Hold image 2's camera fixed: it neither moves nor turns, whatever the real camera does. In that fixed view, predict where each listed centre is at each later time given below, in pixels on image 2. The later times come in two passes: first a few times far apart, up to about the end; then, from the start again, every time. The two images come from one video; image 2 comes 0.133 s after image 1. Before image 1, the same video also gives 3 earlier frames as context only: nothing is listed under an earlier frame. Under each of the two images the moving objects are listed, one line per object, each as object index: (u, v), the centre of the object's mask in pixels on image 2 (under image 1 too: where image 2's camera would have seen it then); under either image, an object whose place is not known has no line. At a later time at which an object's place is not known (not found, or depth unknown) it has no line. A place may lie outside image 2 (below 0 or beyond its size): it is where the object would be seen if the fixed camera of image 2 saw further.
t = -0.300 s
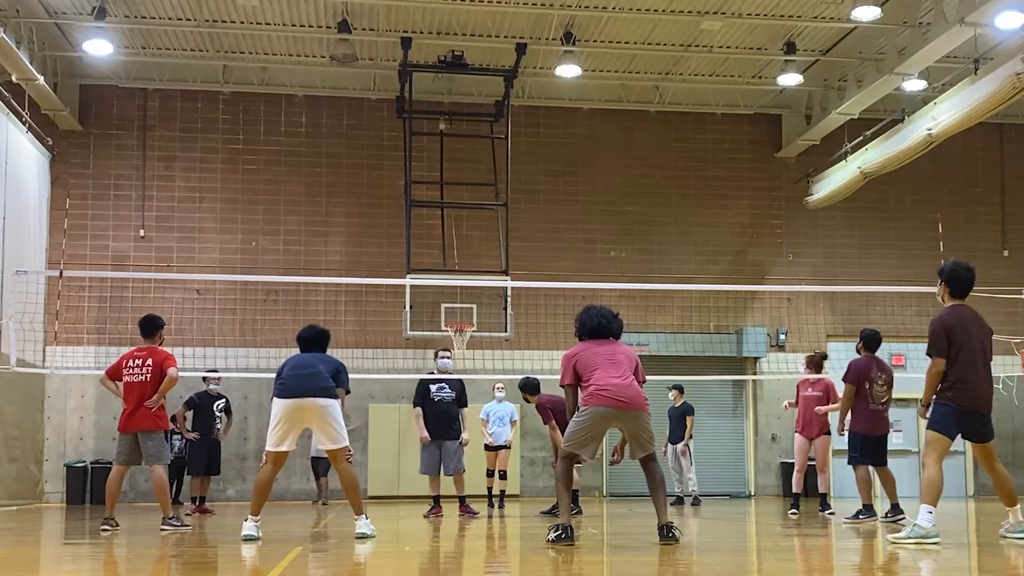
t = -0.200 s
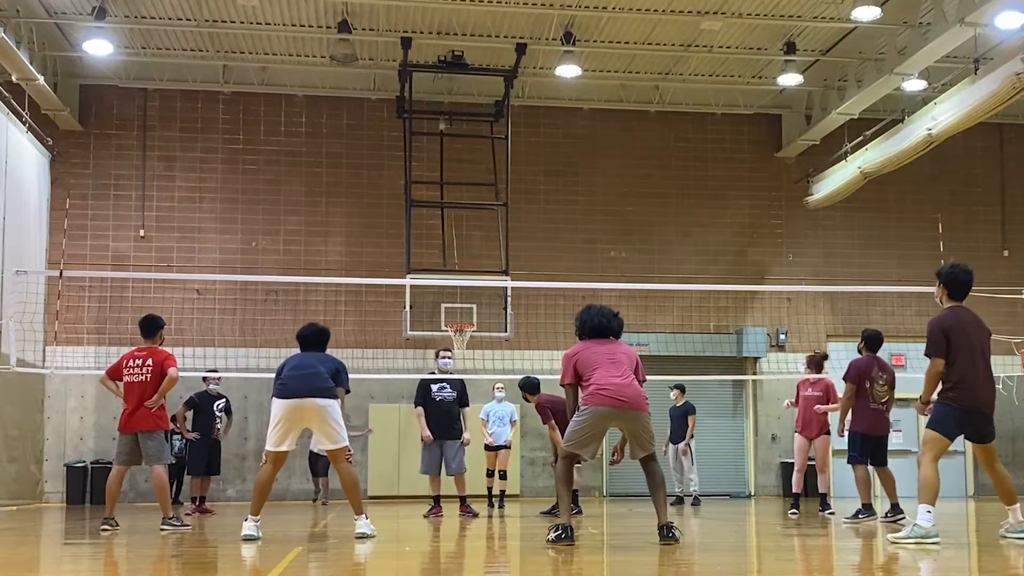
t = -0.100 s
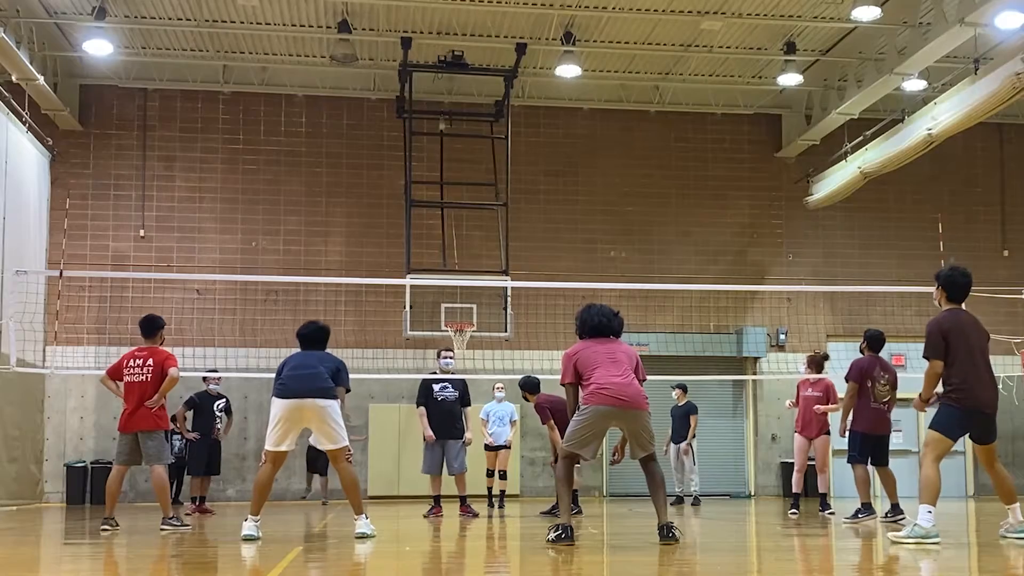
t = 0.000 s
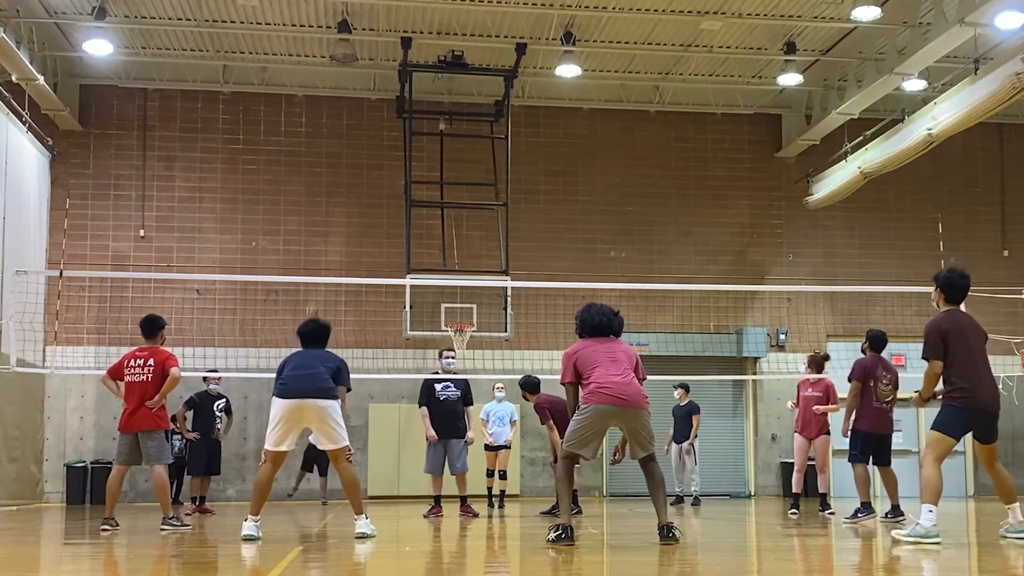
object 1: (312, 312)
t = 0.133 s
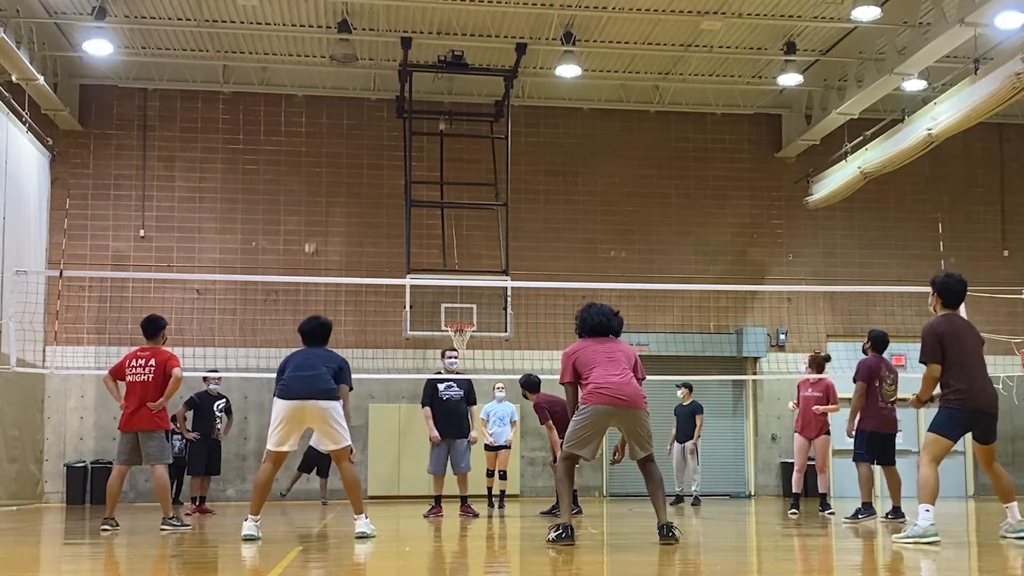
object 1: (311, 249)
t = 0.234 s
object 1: (309, 205)
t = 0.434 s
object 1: (302, 131)
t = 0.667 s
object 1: (288, 68)
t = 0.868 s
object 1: (271, 43)
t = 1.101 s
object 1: (251, 56)
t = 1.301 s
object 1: (231, 126)
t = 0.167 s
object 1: (310, 234)
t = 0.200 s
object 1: (309, 219)
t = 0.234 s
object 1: (309, 205)
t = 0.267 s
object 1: (308, 193)
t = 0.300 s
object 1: (307, 180)
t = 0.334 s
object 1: (306, 167)
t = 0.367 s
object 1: (305, 154)
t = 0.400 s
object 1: (304, 143)
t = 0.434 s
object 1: (302, 131)
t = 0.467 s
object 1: (301, 120)
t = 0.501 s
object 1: (298, 109)
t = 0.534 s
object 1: (297, 101)
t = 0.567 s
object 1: (294, 91)
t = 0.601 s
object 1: (293, 84)
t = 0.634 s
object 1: (291, 75)
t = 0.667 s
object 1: (288, 68)
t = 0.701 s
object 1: (286, 62)
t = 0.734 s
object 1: (283, 57)
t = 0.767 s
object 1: (280, 52)
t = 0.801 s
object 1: (278, 48)
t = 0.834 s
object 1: (275, 45)
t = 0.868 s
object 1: (271, 43)
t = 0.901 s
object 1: (268, 41)
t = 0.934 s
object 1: (265, 41)
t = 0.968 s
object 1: (263, 41)
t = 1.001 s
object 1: (259, 44)
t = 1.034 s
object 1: (257, 47)
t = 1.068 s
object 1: (254, 51)
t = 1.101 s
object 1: (251, 56)
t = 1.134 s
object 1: (248, 64)
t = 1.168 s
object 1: (246, 73)
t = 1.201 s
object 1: (242, 85)
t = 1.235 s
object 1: (238, 96)
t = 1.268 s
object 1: (234, 110)
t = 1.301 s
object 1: (231, 126)
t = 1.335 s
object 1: (227, 142)
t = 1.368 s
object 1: (224, 160)
